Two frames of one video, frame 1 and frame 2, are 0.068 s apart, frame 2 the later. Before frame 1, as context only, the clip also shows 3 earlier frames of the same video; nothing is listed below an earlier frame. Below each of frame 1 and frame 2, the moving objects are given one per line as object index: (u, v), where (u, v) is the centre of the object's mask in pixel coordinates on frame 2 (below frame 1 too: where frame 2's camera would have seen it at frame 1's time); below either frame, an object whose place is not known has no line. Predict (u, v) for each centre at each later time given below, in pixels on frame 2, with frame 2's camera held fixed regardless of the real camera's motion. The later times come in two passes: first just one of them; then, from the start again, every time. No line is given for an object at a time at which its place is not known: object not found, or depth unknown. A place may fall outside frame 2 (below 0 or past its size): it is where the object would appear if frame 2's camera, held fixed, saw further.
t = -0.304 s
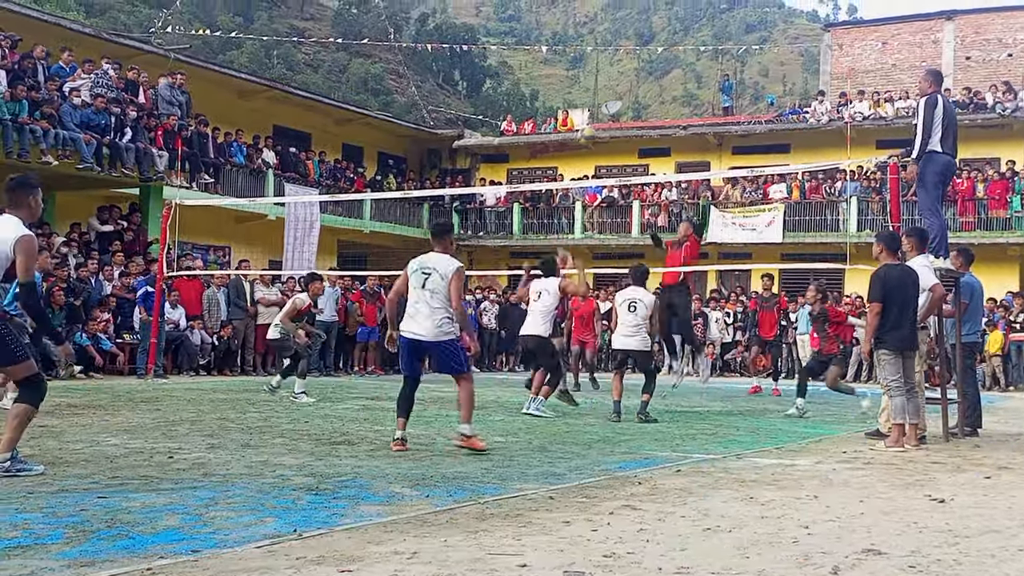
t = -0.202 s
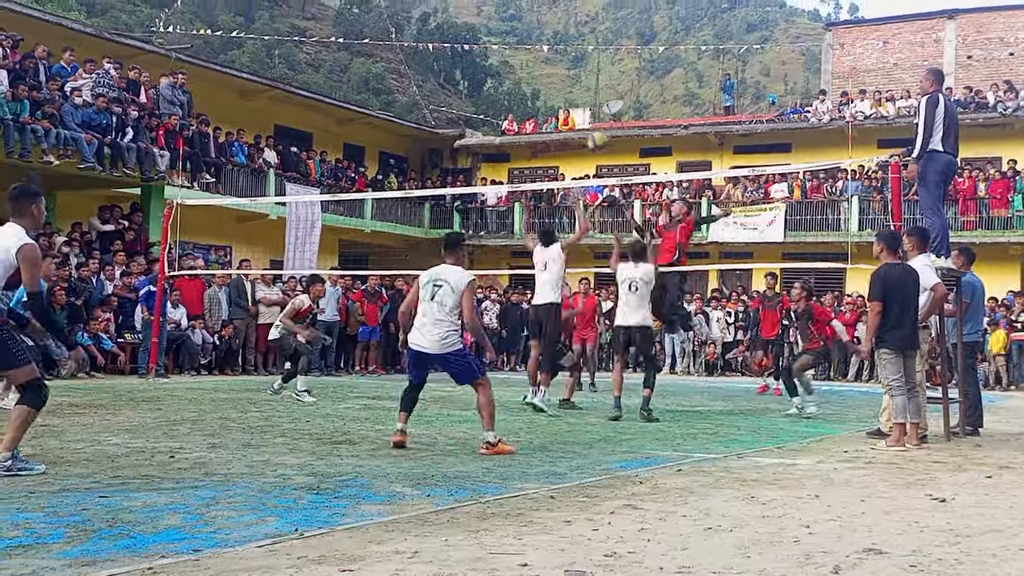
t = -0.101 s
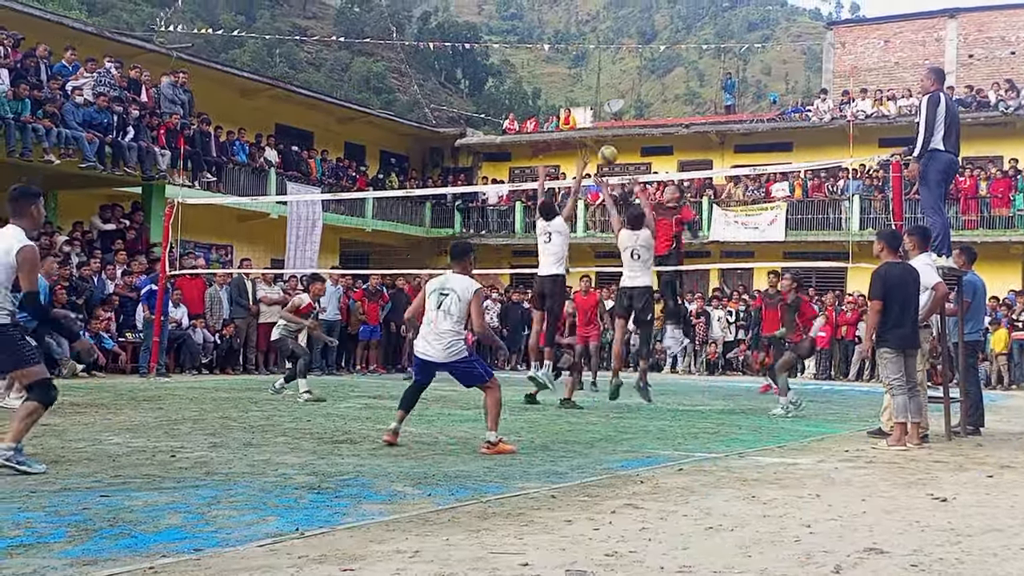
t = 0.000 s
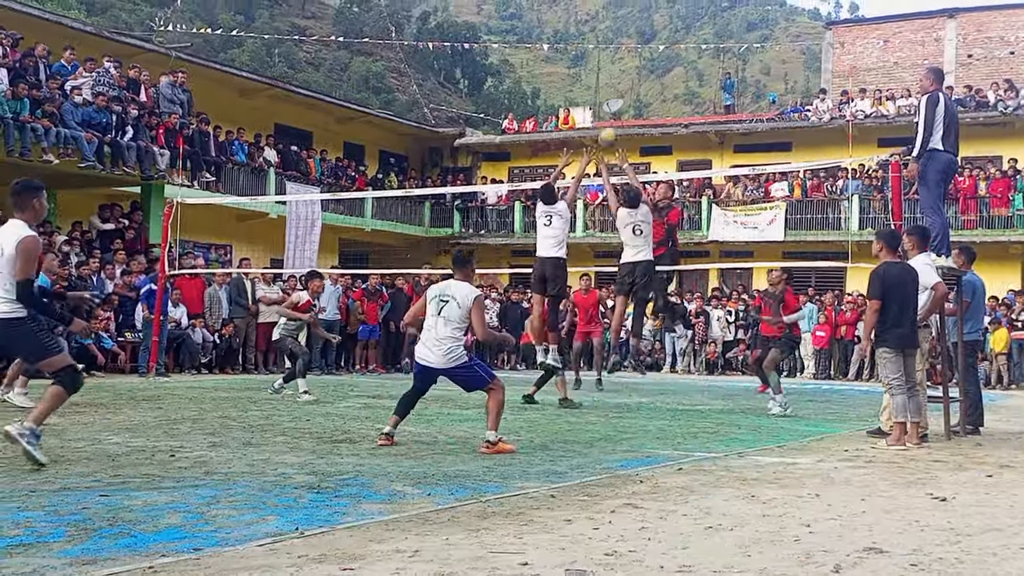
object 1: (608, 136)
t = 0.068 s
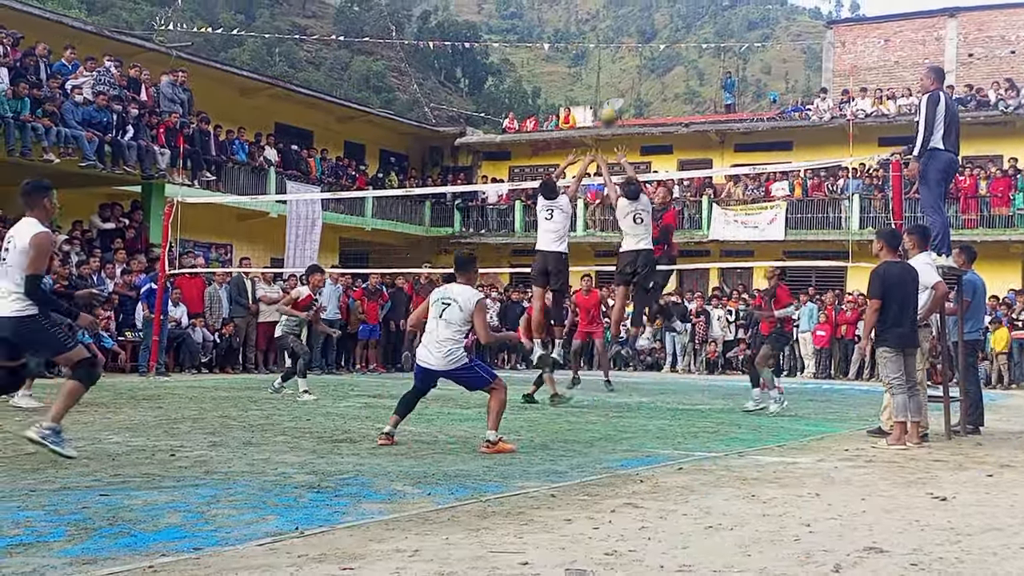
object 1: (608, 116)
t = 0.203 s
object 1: (605, 83)
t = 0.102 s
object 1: (608, 106)
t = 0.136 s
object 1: (608, 97)
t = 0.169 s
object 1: (607, 89)
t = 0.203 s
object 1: (605, 83)
